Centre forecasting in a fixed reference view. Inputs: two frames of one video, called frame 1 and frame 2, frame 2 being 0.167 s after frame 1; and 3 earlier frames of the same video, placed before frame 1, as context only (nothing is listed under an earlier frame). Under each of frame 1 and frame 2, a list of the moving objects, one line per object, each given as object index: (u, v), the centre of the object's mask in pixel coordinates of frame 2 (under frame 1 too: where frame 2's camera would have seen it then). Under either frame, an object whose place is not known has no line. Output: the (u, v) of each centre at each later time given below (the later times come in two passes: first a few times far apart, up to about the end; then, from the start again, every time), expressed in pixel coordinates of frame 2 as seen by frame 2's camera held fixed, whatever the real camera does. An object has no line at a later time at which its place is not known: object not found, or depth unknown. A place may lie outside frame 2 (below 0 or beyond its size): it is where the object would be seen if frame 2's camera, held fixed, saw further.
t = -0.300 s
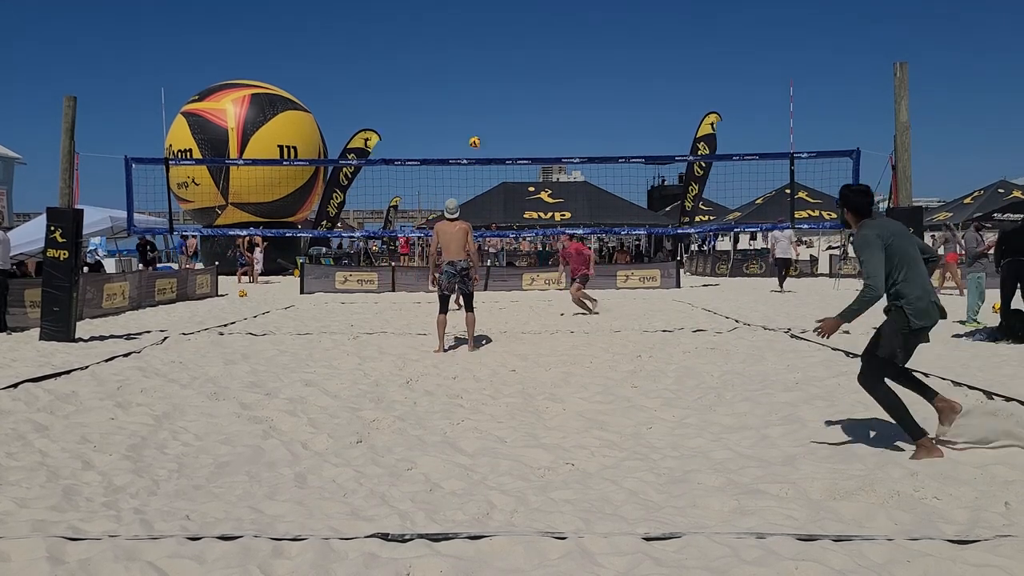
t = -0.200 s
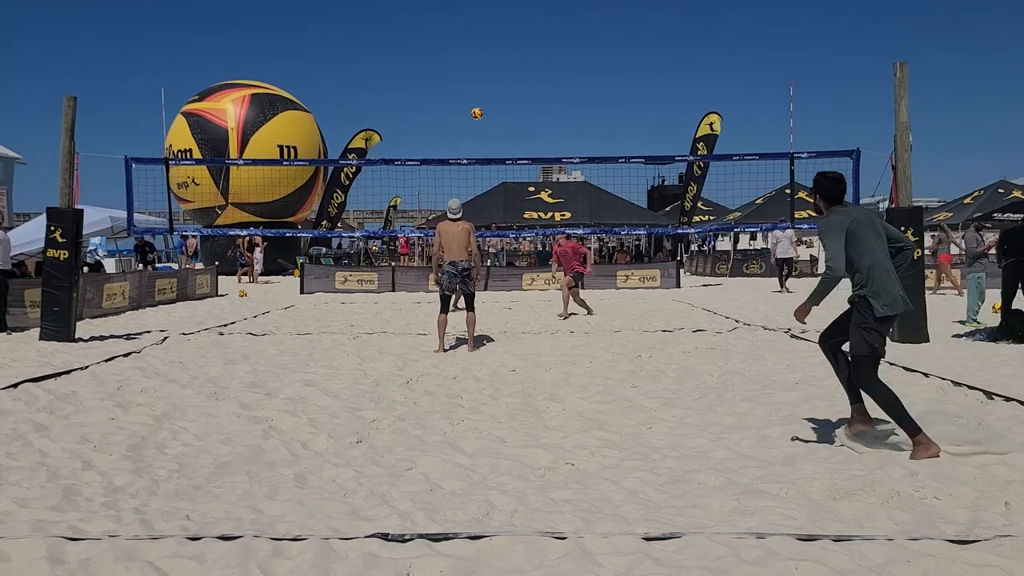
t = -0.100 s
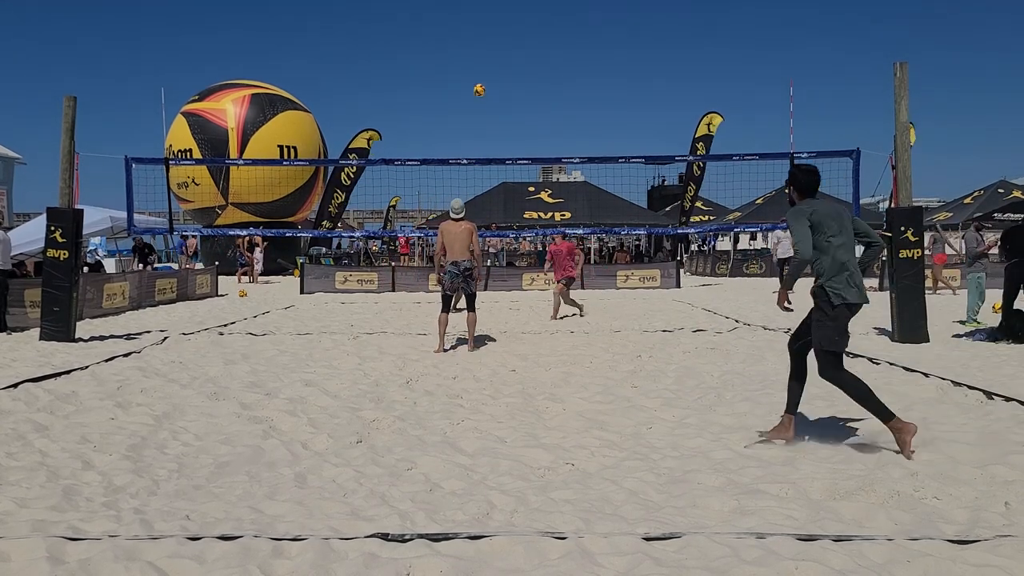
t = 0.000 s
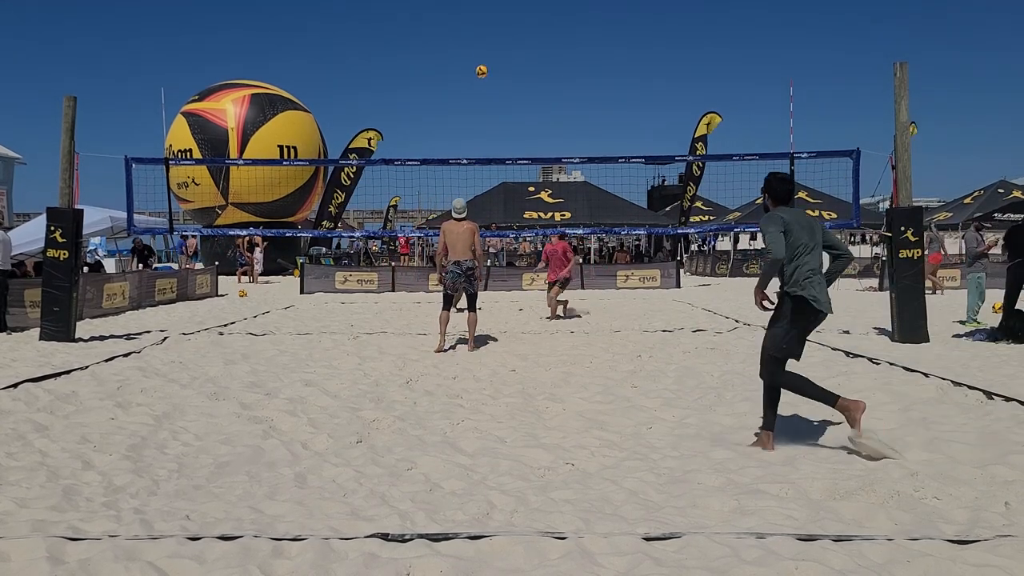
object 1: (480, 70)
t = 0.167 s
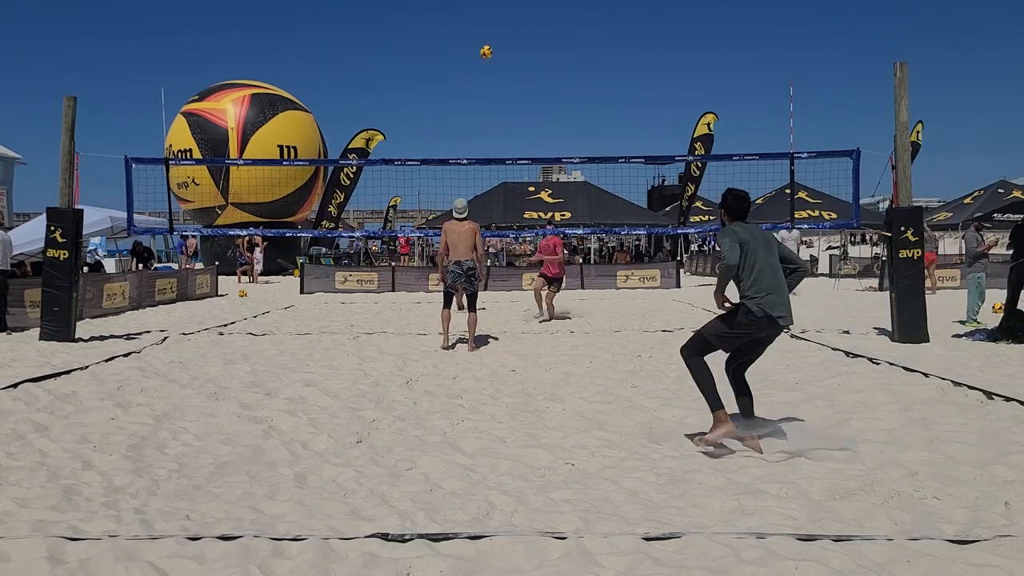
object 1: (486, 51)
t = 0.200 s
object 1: (487, 50)
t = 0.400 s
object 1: (493, 52)
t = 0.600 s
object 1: (503, 78)
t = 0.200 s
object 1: (487, 50)
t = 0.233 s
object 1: (488, 49)
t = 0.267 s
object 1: (489, 48)
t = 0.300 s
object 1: (490, 48)
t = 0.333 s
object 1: (491, 48)
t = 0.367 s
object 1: (492, 50)
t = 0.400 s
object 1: (493, 52)
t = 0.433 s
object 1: (495, 54)
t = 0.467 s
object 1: (496, 58)
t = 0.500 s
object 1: (498, 63)
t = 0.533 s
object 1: (499, 67)
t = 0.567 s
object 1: (501, 72)
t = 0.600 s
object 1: (503, 78)
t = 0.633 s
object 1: (504, 85)
